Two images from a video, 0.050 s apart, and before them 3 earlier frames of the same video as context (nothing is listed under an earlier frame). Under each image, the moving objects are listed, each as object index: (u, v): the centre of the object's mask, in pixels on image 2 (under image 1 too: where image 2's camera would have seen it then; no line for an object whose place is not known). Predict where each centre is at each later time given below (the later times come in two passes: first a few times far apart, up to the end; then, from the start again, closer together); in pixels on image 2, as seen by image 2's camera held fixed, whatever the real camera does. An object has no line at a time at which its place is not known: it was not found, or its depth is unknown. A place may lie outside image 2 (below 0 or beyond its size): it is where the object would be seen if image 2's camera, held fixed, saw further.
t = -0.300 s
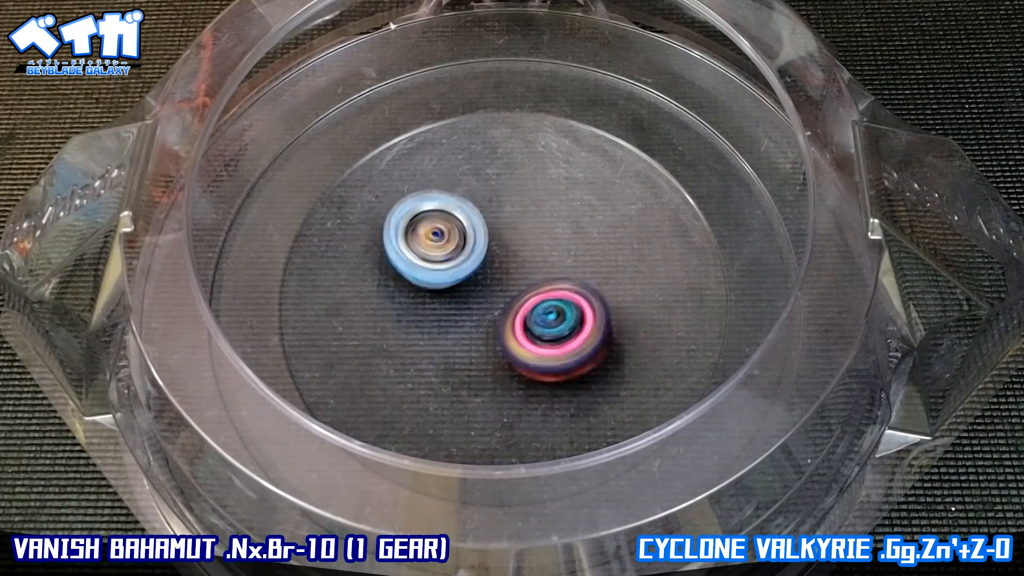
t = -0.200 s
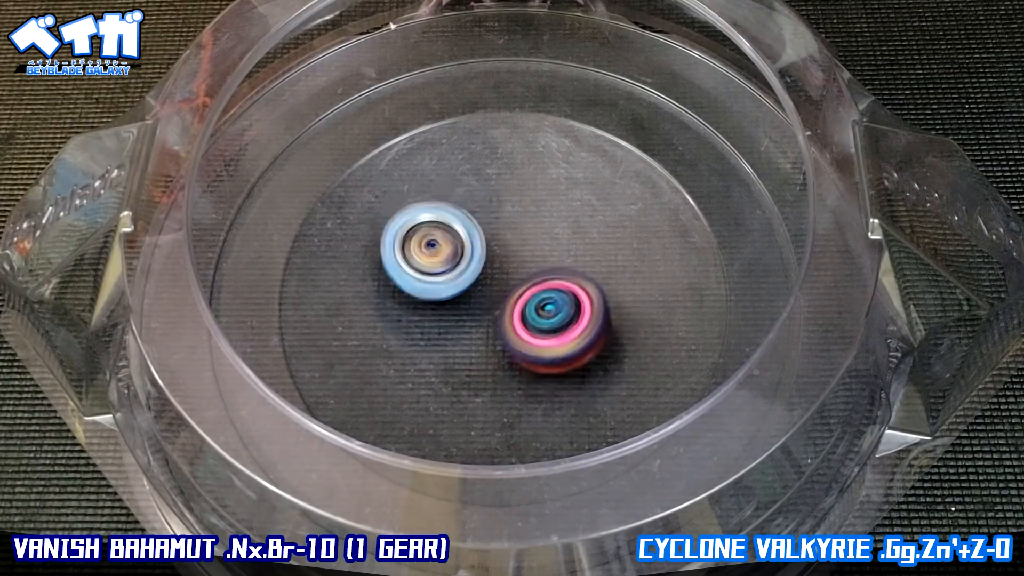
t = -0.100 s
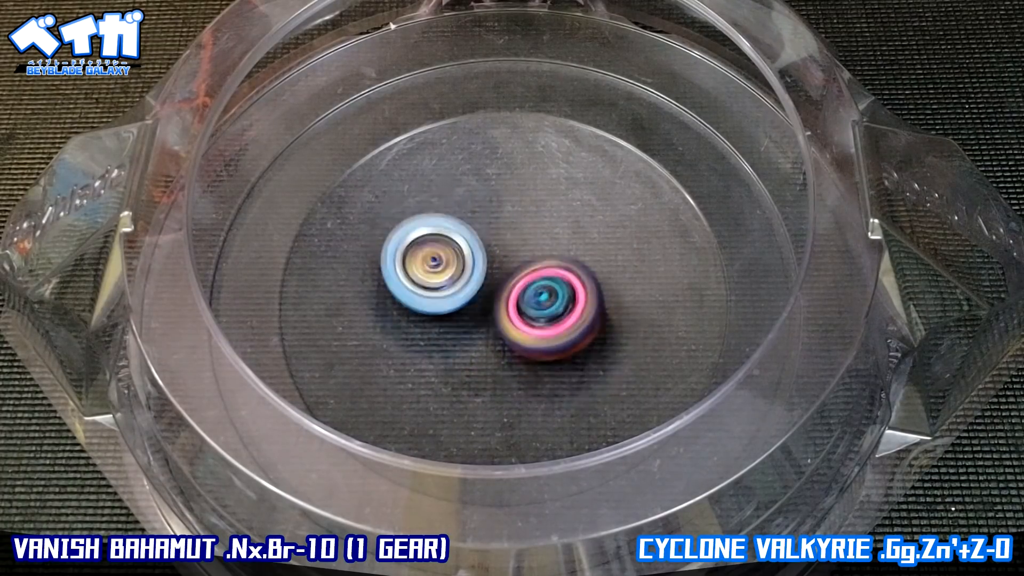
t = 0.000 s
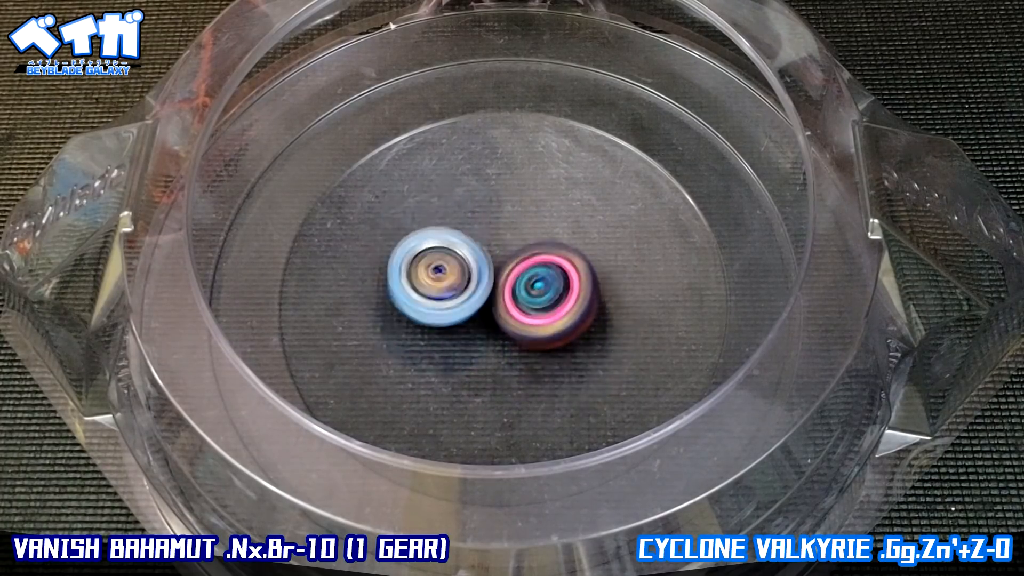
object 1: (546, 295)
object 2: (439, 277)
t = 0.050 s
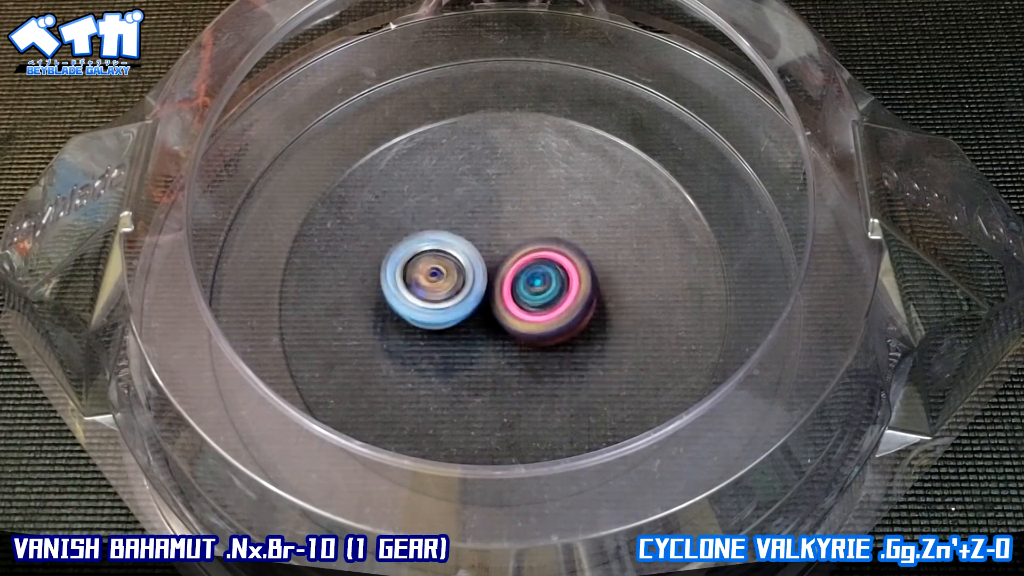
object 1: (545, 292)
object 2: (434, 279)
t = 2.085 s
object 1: (534, 316)
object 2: (422, 283)
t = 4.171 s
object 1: (517, 329)
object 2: (460, 247)
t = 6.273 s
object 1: (469, 269)
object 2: (558, 304)
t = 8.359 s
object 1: (552, 302)
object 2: (447, 279)
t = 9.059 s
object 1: (522, 261)
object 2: (445, 325)
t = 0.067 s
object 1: (544, 290)
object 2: (433, 280)
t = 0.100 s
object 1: (541, 286)
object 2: (432, 284)
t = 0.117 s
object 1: (539, 285)
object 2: (432, 285)
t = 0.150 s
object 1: (537, 282)
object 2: (427, 289)
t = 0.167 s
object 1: (537, 281)
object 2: (424, 292)
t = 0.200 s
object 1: (535, 278)
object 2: (420, 295)
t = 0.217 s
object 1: (533, 277)
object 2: (420, 296)
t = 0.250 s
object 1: (528, 273)
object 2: (421, 300)
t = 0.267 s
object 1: (526, 272)
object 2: (421, 301)
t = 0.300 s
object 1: (522, 268)
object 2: (423, 305)
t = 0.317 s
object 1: (521, 267)
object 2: (423, 306)
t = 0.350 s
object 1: (517, 263)
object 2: (427, 310)
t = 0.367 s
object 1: (516, 260)
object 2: (426, 312)
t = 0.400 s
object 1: (512, 258)
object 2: (427, 317)
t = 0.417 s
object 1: (511, 257)
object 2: (429, 319)
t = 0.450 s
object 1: (507, 255)
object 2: (433, 321)
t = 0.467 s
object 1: (505, 255)
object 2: (436, 323)
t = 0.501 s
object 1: (502, 254)
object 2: (442, 325)
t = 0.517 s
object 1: (500, 254)
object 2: (445, 326)
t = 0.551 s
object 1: (497, 254)
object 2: (449, 328)
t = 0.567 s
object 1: (495, 253)
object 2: (449, 332)
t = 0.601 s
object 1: (491, 250)
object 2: (453, 340)
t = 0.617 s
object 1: (489, 249)
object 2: (454, 342)
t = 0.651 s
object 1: (486, 250)
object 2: (461, 346)
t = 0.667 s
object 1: (484, 250)
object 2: (466, 346)
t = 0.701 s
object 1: (481, 251)
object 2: (470, 347)
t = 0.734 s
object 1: (479, 252)
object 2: (477, 347)
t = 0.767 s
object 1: (477, 253)
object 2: (484, 344)
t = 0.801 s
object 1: (475, 256)
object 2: (490, 344)
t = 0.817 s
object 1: (473, 257)
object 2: (495, 343)
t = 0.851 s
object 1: (470, 259)
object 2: (499, 341)
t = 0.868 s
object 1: (469, 260)
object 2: (503, 343)
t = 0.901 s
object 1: (467, 264)
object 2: (513, 347)
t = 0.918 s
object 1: (466, 268)
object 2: (517, 350)
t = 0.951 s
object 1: (466, 275)
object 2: (533, 354)
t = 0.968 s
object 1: (466, 276)
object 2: (540, 354)
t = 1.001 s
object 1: (465, 282)
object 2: (550, 355)
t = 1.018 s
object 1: (464, 284)
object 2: (555, 354)
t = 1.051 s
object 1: (462, 287)
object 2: (561, 352)
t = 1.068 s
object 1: (463, 291)
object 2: (565, 352)
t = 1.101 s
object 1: (463, 296)
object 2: (569, 349)
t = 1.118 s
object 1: (464, 300)
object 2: (570, 348)
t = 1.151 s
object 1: (463, 305)
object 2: (573, 344)
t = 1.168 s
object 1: (463, 308)
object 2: (574, 342)
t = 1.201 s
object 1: (464, 313)
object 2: (575, 339)
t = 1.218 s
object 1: (465, 316)
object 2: (576, 336)
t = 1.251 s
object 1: (466, 321)
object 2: (577, 332)
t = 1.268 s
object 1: (467, 323)
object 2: (577, 330)
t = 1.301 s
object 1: (469, 327)
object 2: (578, 325)
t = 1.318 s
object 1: (470, 330)
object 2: (578, 324)
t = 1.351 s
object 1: (472, 333)
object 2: (578, 319)
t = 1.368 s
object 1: (473, 335)
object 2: (577, 317)
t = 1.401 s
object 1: (475, 341)
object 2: (578, 311)
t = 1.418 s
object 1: (475, 343)
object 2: (579, 307)
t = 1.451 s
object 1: (476, 346)
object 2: (578, 300)
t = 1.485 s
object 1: (479, 348)
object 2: (574, 293)
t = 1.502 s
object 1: (480, 348)
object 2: (572, 290)
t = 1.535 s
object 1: (482, 349)
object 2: (567, 283)
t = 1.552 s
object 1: (485, 350)
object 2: (564, 279)
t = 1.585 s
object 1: (488, 351)
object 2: (553, 271)
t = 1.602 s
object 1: (490, 352)
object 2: (550, 267)
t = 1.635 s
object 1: (493, 354)
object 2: (536, 258)
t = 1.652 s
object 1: (494, 355)
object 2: (527, 255)
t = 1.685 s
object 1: (498, 355)
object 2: (513, 250)
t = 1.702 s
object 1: (500, 354)
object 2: (504, 247)
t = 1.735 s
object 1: (503, 353)
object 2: (487, 246)
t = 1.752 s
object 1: (505, 352)
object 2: (480, 246)
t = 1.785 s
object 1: (508, 351)
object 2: (464, 246)
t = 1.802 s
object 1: (511, 350)
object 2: (459, 248)
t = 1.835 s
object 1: (515, 347)
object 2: (448, 250)
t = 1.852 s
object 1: (517, 346)
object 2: (443, 252)
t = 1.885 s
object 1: (520, 343)
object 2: (436, 257)
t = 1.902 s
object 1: (521, 341)
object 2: (434, 259)
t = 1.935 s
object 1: (524, 337)
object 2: (428, 263)
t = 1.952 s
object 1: (525, 335)
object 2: (427, 265)
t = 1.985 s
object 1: (528, 331)
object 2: (424, 269)
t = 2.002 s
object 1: (530, 328)
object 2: (424, 271)
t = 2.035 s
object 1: (531, 323)
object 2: (423, 276)
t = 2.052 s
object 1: (532, 321)
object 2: (422, 278)
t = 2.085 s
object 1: (534, 316)
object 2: (422, 283)
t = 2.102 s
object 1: (535, 313)
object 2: (422, 285)
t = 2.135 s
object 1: (536, 308)
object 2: (423, 290)
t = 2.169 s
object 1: (537, 303)
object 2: (425, 294)
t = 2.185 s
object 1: (536, 299)
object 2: (425, 296)
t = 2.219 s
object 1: (537, 294)
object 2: (428, 301)
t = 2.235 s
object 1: (536, 291)
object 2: (430, 303)
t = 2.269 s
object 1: (537, 286)
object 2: (433, 307)
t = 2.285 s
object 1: (536, 284)
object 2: (436, 309)
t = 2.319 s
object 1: (535, 279)
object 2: (439, 312)
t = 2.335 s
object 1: (534, 276)
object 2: (441, 314)
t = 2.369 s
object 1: (533, 272)
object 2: (447, 317)
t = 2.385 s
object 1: (532, 269)
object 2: (447, 320)
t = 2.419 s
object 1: (531, 263)
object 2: (454, 323)
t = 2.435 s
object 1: (529, 261)
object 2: (457, 324)
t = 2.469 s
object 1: (526, 257)
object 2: (462, 328)
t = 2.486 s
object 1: (525, 255)
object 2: (467, 329)
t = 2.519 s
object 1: (522, 252)
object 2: (472, 330)
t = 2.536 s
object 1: (520, 251)
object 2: (477, 332)
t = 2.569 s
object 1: (516, 248)
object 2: (486, 332)
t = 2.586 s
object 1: (514, 248)
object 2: (489, 334)
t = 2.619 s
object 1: (510, 244)
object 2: (499, 340)
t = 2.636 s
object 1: (508, 243)
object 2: (501, 342)
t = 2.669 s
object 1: (505, 241)
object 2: (511, 343)
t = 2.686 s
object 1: (503, 241)
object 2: (517, 342)
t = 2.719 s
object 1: (500, 241)
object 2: (527, 340)
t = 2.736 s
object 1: (497, 242)
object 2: (533, 339)
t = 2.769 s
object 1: (496, 242)
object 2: (542, 334)
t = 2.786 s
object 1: (494, 242)
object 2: (546, 332)
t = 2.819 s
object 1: (493, 244)
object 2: (554, 326)
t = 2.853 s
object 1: (488, 246)
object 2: (560, 321)
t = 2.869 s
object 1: (488, 248)
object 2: (563, 318)
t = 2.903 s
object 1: (484, 252)
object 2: (566, 312)
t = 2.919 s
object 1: (482, 254)
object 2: (568, 309)
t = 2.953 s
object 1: (478, 259)
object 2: (570, 301)
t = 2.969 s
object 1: (477, 261)
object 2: (570, 299)
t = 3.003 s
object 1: (475, 266)
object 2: (572, 292)
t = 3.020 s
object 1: (473, 269)
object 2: (570, 289)
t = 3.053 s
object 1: (471, 275)
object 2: (573, 283)
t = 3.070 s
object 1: (469, 278)
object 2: (574, 280)
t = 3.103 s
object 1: (467, 284)
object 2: (572, 275)
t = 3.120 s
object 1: (467, 286)
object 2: (572, 272)
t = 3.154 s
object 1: (467, 292)
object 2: (570, 267)
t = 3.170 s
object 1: (467, 294)
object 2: (569, 265)
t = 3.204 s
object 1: (467, 298)
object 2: (566, 260)
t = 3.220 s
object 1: (467, 298)
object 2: (565, 259)
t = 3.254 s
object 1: (468, 302)
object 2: (561, 255)
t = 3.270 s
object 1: (469, 302)
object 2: (560, 253)
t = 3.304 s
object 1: (469, 306)
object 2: (557, 249)
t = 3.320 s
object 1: (471, 309)
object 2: (555, 248)
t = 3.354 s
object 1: (472, 313)
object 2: (551, 244)
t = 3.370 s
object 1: (474, 315)
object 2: (549, 243)
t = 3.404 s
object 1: (475, 317)
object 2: (546, 240)
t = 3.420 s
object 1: (476, 319)
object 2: (543, 239)
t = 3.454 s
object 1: (478, 320)
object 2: (538, 237)
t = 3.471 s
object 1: (479, 320)
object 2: (536, 236)
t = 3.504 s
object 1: (481, 321)
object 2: (532, 234)
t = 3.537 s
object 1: (483, 323)
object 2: (528, 233)
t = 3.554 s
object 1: (485, 324)
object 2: (525, 233)
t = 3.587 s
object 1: (486, 325)
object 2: (521, 231)
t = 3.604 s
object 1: (487, 325)
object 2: (519, 231)
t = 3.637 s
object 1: (488, 329)
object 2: (516, 225)
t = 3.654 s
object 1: (490, 332)
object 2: (516, 223)
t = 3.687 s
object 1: (496, 334)
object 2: (511, 223)
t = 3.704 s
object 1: (498, 334)
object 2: (509, 223)
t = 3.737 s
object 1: (501, 334)
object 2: (503, 223)
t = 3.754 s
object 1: (501, 334)
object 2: (501, 223)
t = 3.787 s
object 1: (503, 334)
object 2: (496, 223)
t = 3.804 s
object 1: (503, 333)
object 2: (494, 224)
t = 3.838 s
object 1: (503, 334)
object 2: (490, 225)
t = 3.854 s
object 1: (504, 333)
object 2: (488, 226)
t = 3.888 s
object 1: (504, 333)
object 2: (484, 228)
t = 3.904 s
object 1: (504, 333)
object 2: (481, 230)
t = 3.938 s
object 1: (505, 333)
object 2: (478, 232)
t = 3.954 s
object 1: (505, 333)
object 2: (476, 234)
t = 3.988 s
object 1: (506, 332)
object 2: (473, 237)
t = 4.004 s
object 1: (506, 331)
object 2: (471, 239)
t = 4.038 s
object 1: (509, 332)
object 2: (468, 241)
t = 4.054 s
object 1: (510, 332)
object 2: (467, 241)
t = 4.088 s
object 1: (511, 331)
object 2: (466, 244)
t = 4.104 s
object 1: (512, 332)
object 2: (463, 245)
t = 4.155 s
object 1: (515, 330)
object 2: (461, 246)
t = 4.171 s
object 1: (517, 329)
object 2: (460, 247)
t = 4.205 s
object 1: (524, 330)
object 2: (455, 247)
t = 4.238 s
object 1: (528, 328)
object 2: (453, 249)
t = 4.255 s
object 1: (530, 327)
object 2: (451, 251)
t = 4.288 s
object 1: (533, 324)
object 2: (448, 254)
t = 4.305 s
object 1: (534, 323)
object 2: (447, 255)
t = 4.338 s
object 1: (536, 322)
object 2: (445, 259)
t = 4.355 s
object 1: (537, 321)
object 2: (444, 261)
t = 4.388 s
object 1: (538, 319)
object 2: (442, 264)
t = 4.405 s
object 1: (538, 318)
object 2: (442, 266)
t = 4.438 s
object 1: (539, 317)
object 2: (441, 270)
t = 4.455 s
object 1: (539, 316)
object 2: (441, 272)
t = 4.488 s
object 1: (539, 315)
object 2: (440, 276)
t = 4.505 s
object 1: (539, 314)
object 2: (441, 278)
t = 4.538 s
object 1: (541, 313)
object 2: (441, 282)
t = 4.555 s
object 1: (541, 312)
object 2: (441, 284)
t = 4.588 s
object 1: (543, 310)
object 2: (440, 286)
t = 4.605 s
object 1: (546, 309)
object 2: (439, 287)
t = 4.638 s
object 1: (547, 306)
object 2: (439, 289)
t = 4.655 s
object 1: (547, 304)
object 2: (441, 292)
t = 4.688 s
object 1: (546, 302)
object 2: (440, 296)
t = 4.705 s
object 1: (546, 302)
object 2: (441, 298)
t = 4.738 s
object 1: (546, 301)
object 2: (442, 301)
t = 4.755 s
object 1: (546, 301)
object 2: (444, 303)
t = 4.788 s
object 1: (547, 300)
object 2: (444, 306)
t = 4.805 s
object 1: (549, 299)
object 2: (442, 307)
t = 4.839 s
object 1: (548, 297)
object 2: (445, 309)
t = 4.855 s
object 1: (549, 296)
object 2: (448, 311)
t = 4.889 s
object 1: (548, 294)
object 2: (449, 315)
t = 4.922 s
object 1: (549, 291)
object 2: (449, 317)
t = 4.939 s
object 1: (548, 289)
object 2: (448, 319)
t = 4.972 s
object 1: (548, 286)
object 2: (451, 320)
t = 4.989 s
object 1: (547, 284)
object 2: (453, 321)
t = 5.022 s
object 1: (545, 281)
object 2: (456, 324)
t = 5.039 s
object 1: (544, 280)
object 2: (457, 325)
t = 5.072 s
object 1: (543, 278)
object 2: (461, 327)
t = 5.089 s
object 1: (542, 277)
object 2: (461, 329)
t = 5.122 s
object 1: (542, 274)
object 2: (459, 332)
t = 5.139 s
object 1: (540, 272)
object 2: (459, 332)
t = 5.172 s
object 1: (538, 269)
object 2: (465, 332)
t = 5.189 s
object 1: (537, 268)
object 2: (467, 335)
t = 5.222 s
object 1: (534, 265)
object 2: (470, 336)
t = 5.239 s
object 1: (533, 265)
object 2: (471, 337)
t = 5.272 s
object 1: (532, 263)
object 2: (476, 337)
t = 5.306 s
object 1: (531, 262)
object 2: (479, 338)
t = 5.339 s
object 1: (530, 261)
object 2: (483, 339)
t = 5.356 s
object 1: (530, 260)
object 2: (485, 338)
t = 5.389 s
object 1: (527, 260)
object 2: (489, 339)
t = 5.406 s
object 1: (527, 258)
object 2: (490, 340)
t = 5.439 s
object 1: (524, 256)
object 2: (490, 342)
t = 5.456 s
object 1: (523, 256)
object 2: (490, 342)
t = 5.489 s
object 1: (518, 255)
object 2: (496, 340)
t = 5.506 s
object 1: (518, 256)
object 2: (498, 341)
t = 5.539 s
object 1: (515, 255)
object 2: (502, 340)
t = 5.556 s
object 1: (514, 255)
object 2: (504, 341)
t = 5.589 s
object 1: (513, 255)
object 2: (507, 340)
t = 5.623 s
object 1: (510, 253)
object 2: (511, 344)
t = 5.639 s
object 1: (509, 255)
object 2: (512, 345)
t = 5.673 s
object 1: (504, 255)
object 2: (515, 344)
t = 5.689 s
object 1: (503, 255)
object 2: (517, 343)
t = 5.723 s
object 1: (499, 254)
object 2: (522, 341)
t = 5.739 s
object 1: (497, 254)
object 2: (523, 340)
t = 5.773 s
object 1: (495, 254)
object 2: (527, 339)
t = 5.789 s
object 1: (495, 254)
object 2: (528, 338)
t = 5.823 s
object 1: (492, 255)
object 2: (531, 335)
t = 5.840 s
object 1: (493, 255)
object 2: (534, 335)
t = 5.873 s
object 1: (490, 255)
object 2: (535, 332)
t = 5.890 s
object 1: (490, 256)
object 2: (538, 331)
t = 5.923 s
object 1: (488, 255)
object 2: (544, 333)
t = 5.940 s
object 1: (487, 255)
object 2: (543, 333)
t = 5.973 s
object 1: (483, 256)
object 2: (543, 329)
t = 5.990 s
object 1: (483, 255)
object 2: (544, 327)
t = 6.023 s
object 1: (480, 256)
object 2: (546, 323)
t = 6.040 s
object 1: (481, 258)
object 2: (548, 323)
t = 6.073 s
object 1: (477, 259)
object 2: (550, 319)
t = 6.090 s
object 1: (477, 260)
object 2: (552, 317)
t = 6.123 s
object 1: (476, 261)
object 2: (553, 314)
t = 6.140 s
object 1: (475, 262)
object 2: (552, 312)
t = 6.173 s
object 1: (473, 263)
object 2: (554, 309)
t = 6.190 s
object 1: (471, 264)
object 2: (556, 309)
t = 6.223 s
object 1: (470, 265)
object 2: (558, 309)
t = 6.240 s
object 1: (470, 267)
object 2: (558, 308)
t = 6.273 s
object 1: (469, 269)
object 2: (558, 304)
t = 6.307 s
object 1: (467, 270)
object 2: (562, 301)
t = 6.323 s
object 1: (468, 272)
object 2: (562, 300)
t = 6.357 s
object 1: (465, 275)
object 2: (560, 298)
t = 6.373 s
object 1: (464, 276)
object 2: (559, 295)
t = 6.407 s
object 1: (463, 279)
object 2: (561, 291)
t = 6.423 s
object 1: (462, 281)
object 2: (562, 290)
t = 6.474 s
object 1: (461, 283)
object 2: (560, 288)
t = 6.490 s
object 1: (460, 285)
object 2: (560, 286)
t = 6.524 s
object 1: (460, 287)
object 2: (560, 282)
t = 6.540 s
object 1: (458, 288)
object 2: (559, 281)
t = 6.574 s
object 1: (457, 291)
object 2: (559, 280)
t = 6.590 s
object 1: (456, 291)
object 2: (558, 279)
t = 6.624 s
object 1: (455, 295)
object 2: (556, 276)
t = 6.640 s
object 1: (457, 295)
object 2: (556, 274)
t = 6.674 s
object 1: (455, 298)
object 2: (555, 272)
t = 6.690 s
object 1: (456, 299)
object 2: (553, 271)
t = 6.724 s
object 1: (456, 302)
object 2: (555, 268)
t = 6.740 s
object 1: (453, 303)
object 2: (559, 266)
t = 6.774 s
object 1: (456, 307)
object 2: (557, 267)
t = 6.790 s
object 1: (457, 309)
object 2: (555, 266)
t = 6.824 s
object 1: (459, 311)
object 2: (551, 261)
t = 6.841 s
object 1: (459, 311)
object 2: (552, 260)
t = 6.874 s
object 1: (460, 312)
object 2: (551, 259)
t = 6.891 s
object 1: (461, 311)
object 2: (549, 258)
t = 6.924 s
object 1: (460, 312)
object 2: (545, 256)
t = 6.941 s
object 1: (462, 313)
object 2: (544, 255)
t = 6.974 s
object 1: (463, 314)
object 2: (543, 254)
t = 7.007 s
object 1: (462, 315)
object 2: (542, 253)
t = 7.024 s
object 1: (462, 316)
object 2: (542, 252)
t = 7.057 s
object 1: (462, 318)
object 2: (540, 251)
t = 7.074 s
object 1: (461, 320)
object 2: (540, 248)
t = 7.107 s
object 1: (464, 323)
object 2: (544, 248)
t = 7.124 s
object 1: (465, 324)
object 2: (541, 248)
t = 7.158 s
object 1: (468, 327)
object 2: (535, 248)
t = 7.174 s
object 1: (469, 328)
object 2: (532, 247)
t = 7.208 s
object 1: (472, 329)
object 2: (531, 245)
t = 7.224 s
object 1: (472, 331)
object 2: (532, 245)
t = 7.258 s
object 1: (473, 333)
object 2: (527, 247)
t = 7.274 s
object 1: (473, 333)
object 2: (524, 247)
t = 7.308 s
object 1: (477, 333)
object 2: (520, 246)
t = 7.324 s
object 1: (477, 335)
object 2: (521, 243)
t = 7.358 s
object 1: (479, 339)
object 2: (523, 240)
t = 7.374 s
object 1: (482, 340)
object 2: (522, 241)
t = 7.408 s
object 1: (486, 341)
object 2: (516, 244)
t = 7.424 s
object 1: (487, 341)
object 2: (512, 244)
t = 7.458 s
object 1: (490, 341)
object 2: (508, 242)
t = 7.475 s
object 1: (492, 342)
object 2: (507, 243)
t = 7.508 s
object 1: (496, 342)
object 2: (504, 245)
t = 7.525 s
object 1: (496, 342)
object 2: (501, 246)
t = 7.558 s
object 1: (499, 343)
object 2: (497, 245)
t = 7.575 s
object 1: (500, 342)
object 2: (496, 246)
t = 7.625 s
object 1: (503, 345)
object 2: (493, 244)
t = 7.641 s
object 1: (504, 348)
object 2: (491, 240)
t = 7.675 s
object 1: (506, 349)
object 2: (493, 240)
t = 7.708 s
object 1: (508, 347)
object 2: (489, 243)
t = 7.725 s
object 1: (508, 346)
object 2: (485, 244)
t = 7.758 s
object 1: (511, 343)
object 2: (480, 244)
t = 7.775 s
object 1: (511, 342)
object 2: (479, 245)
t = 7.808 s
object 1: (514, 340)
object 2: (478, 247)
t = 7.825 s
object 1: (516, 339)
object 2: (476, 248)
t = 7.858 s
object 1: (521, 336)
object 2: (472, 250)
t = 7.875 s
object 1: (522, 334)
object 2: (471, 250)
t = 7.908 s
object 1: (527, 331)
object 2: (469, 250)
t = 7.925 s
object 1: (530, 331)
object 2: (467, 251)
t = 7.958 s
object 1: (533, 327)
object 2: (468, 252)
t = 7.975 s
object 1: (536, 326)
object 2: (466, 254)
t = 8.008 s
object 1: (539, 322)
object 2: (462, 257)
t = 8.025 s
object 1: (540, 321)
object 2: (460, 258)
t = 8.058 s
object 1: (544, 318)
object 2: (458, 259)
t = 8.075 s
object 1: (545, 317)
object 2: (458, 260)
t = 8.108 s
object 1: (546, 312)
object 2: (459, 262)
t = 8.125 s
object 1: (547, 311)
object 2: (457, 264)
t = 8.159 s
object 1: (548, 308)
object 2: (455, 267)
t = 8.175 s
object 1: (549, 308)
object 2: (453, 268)
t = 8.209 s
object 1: (549, 305)
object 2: (452, 270)
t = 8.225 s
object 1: (549, 305)
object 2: (453, 271)
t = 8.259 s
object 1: (550, 303)
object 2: (453, 273)
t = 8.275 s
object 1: (551, 304)
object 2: (453, 275)
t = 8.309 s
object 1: (551, 303)
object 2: (451, 277)
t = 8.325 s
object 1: (551, 303)
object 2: (449, 278)
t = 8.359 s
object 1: (552, 302)
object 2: (447, 279)
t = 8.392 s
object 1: (552, 302)
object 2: (450, 281)
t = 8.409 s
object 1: (552, 302)
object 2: (450, 282)
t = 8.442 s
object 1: (551, 302)
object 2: (449, 286)
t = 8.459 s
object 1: (552, 301)
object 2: (449, 288)
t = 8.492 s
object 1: (552, 300)
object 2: (446, 288)
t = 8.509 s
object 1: (552, 299)
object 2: (447, 289)
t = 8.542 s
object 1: (550, 296)
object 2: (449, 291)
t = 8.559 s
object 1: (552, 294)
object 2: (446, 292)
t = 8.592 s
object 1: (554, 292)
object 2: (440, 293)
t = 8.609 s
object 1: (552, 292)
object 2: (439, 293)
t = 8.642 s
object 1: (549, 291)
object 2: (443, 297)
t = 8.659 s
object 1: (549, 289)
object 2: (443, 299)
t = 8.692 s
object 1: (547, 287)
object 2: (441, 304)
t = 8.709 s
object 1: (544, 287)
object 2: (440, 304)
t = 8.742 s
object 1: (539, 286)
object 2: (439, 303)
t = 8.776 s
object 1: (538, 285)
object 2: (442, 304)
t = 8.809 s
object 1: (536, 283)
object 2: (437, 305)
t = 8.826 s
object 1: (536, 282)
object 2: (438, 307)
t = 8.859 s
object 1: (532, 279)
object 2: (440, 308)
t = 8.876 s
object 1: (531, 278)
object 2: (439, 311)
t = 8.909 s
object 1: (527, 274)
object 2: (435, 312)
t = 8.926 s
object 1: (526, 272)
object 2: (435, 313)
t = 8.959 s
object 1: (524, 268)
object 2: (438, 314)
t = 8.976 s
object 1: (524, 266)
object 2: (441, 316)
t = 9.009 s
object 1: (523, 263)
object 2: (444, 318)
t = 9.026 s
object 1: (523, 262)
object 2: (446, 322)
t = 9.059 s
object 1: (522, 261)
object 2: (445, 325)
